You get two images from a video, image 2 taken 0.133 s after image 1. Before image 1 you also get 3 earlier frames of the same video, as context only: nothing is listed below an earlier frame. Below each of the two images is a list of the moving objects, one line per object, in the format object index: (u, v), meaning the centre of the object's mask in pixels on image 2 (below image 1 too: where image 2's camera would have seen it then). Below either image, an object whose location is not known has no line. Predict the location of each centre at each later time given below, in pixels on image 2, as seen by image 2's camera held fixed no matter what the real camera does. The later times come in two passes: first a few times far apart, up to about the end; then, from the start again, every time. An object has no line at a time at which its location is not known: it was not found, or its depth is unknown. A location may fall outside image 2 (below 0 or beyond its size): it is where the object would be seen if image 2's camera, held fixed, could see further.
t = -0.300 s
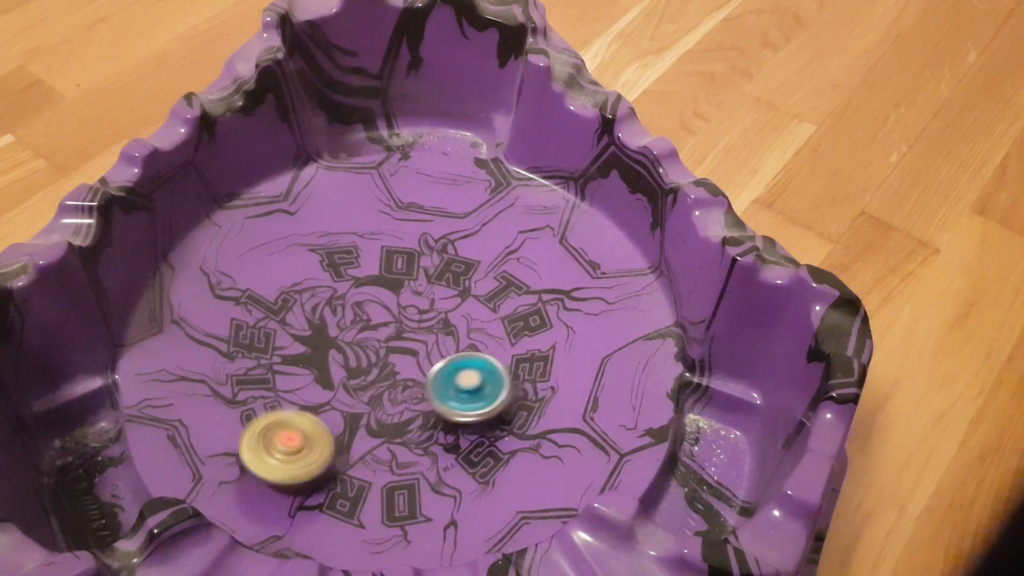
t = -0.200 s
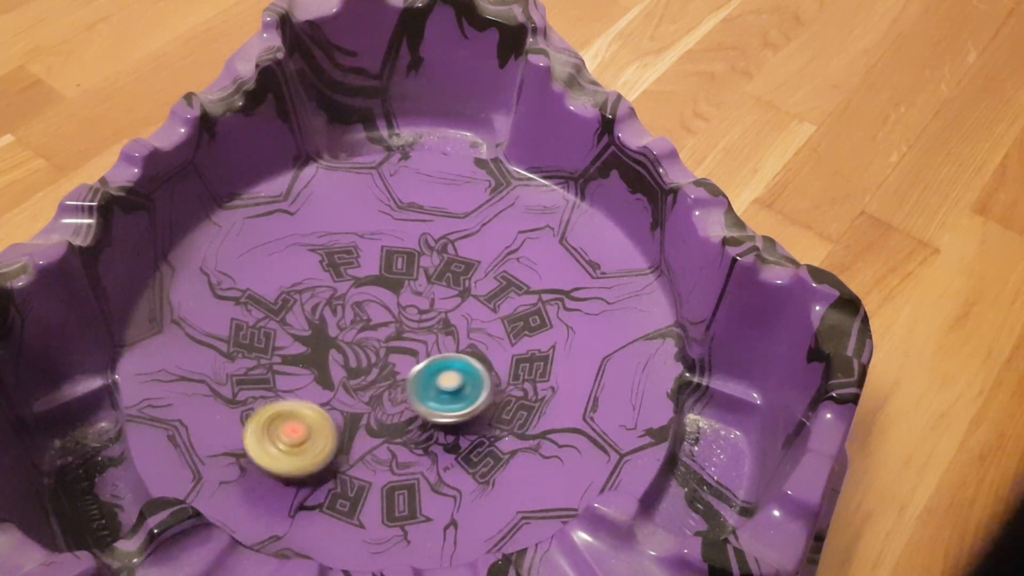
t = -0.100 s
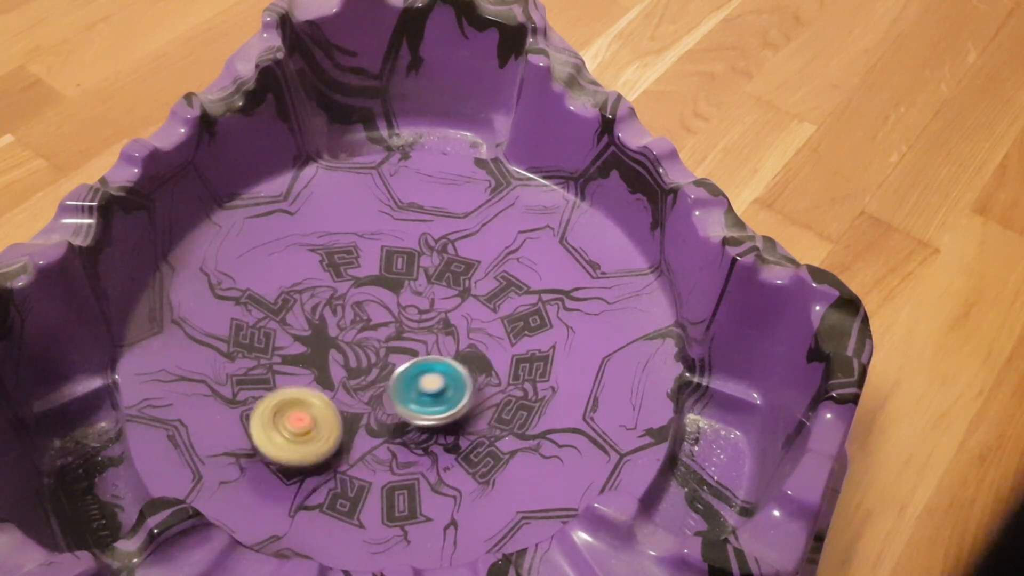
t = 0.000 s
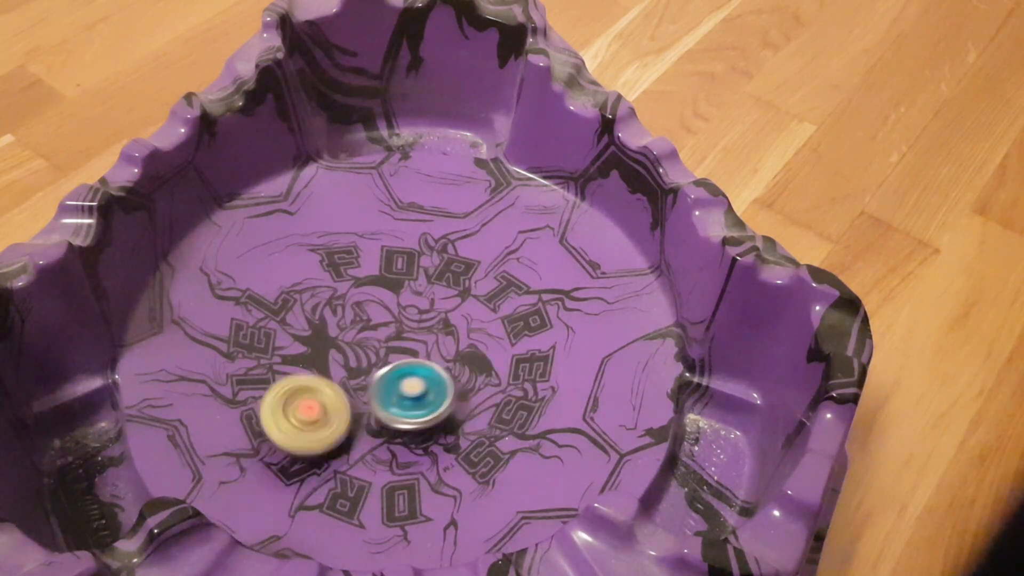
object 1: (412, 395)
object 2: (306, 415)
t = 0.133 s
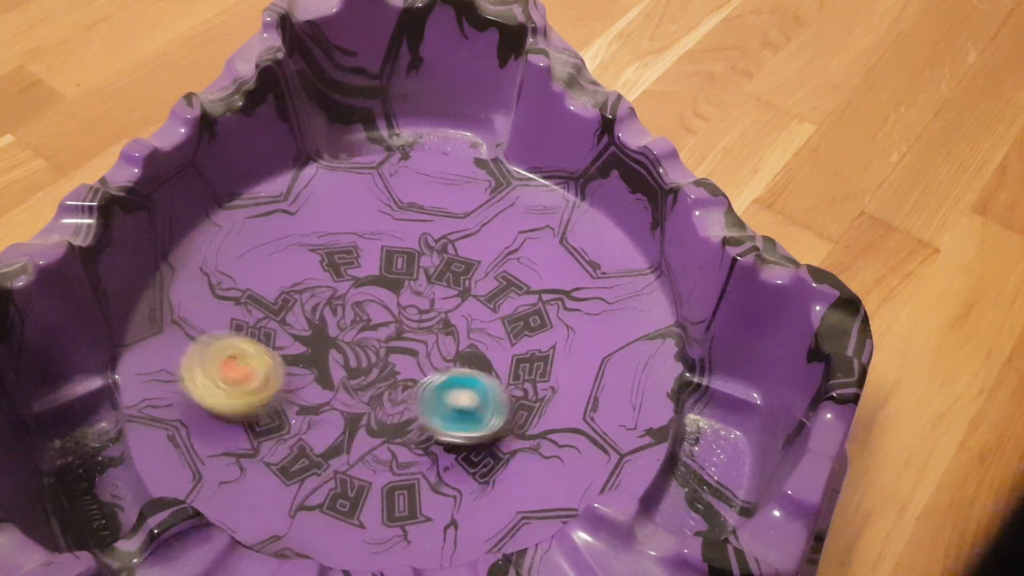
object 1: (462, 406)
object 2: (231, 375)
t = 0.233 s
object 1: (502, 400)
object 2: (181, 337)
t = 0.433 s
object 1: (504, 353)
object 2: (221, 319)
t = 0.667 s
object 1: (465, 315)
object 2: (342, 306)
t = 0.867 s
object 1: (504, 372)
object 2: (394, 206)
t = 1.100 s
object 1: (561, 383)
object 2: (440, 154)
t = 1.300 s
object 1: (568, 359)
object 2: (459, 187)
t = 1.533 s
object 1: (532, 361)
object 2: (516, 291)
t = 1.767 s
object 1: (490, 456)
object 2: (602, 303)
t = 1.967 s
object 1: (480, 471)
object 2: (632, 316)
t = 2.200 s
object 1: (446, 473)
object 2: (570, 339)
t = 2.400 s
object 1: (385, 456)
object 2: (443, 386)
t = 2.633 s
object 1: (316, 459)
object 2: (340, 370)
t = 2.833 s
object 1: (308, 437)
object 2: (283, 351)
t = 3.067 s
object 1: (304, 396)
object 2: (304, 323)
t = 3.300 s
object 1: (328, 350)
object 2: (368, 289)
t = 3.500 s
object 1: (355, 320)
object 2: (434, 286)
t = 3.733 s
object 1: (385, 301)
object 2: (497, 316)
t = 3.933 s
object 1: (417, 292)
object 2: (510, 357)
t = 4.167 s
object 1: (453, 291)
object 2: (469, 407)
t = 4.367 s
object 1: (473, 295)
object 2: (402, 419)
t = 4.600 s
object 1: (481, 309)
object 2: (332, 388)
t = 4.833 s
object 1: (476, 332)
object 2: (320, 336)
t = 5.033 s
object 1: (460, 350)
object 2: (358, 291)
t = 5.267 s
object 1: (434, 364)
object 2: (423, 275)
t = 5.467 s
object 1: (417, 370)
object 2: (477, 295)
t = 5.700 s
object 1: (398, 367)
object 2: (496, 344)
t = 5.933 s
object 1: (371, 346)
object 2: (466, 419)
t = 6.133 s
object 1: (306, 261)
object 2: (509, 514)
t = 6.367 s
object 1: (294, 257)
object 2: (490, 430)
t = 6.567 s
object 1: (304, 262)
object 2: (419, 379)
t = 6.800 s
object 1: (336, 269)
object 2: (402, 384)
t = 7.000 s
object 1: (372, 289)
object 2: (404, 379)
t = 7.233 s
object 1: (403, 307)
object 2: (418, 388)
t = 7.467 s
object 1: (426, 281)
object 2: (437, 416)
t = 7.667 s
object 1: (423, 300)
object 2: (425, 401)
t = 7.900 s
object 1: (416, 320)
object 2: (410, 404)
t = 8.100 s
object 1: (407, 336)
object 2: (412, 402)
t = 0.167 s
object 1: (482, 407)
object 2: (205, 361)
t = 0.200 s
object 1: (494, 405)
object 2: (188, 348)
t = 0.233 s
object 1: (502, 400)
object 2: (181, 337)
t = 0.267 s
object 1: (507, 394)
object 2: (181, 328)
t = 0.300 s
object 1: (510, 386)
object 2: (185, 323)
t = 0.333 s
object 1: (511, 377)
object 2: (193, 321)
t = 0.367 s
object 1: (509, 369)
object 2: (201, 320)
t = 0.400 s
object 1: (507, 361)
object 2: (211, 319)
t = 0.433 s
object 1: (504, 353)
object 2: (221, 319)
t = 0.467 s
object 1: (500, 346)
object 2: (232, 320)
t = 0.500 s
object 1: (496, 339)
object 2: (244, 320)
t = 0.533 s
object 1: (491, 332)
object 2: (259, 319)
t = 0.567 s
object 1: (486, 326)
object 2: (278, 318)
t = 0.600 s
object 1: (479, 321)
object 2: (297, 314)
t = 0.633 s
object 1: (472, 317)
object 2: (320, 311)
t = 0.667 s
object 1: (465, 315)
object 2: (342, 306)
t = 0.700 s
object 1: (457, 314)
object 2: (365, 302)
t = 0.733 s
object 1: (458, 316)
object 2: (379, 288)
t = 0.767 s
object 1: (473, 331)
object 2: (380, 258)
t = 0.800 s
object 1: (484, 347)
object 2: (383, 238)
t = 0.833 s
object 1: (495, 361)
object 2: (387, 223)
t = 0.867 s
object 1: (504, 372)
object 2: (394, 206)
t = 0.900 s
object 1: (512, 380)
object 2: (401, 190)
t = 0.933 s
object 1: (519, 385)
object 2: (405, 180)
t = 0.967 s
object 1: (528, 387)
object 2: (411, 172)
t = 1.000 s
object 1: (537, 389)
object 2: (418, 166)
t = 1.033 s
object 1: (546, 389)
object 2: (426, 160)
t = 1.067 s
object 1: (554, 387)
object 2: (433, 156)
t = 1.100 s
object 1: (561, 383)
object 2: (440, 154)
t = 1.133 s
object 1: (565, 379)
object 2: (444, 155)
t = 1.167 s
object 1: (569, 375)
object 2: (447, 158)
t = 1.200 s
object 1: (570, 371)
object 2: (449, 163)
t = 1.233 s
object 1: (570, 366)
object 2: (451, 169)
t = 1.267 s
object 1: (569, 362)
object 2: (456, 178)
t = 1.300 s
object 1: (568, 359)
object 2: (459, 187)
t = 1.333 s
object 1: (565, 356)
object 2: (464, 198)
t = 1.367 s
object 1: (563, 354)
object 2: (468, 211)
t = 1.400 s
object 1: (558, 353)
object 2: (474, 227)
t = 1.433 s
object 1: (553, 353)
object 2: (481, 244)
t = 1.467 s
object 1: (547, 354)
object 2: (490, 261)
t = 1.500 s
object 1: (540, 354)
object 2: (502, 279)
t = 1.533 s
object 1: (532, 361)
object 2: (516, 291)
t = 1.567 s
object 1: (523, 383)
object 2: (529, 285)
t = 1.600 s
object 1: (515, 403)
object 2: (542, 287)
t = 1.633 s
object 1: (509, 418)
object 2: (555, 297)
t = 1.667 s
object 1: (503, 432)
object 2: (568, 299)
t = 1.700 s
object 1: (498, 441)
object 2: (580, 302)
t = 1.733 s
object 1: (494, 448)
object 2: (593, 303)
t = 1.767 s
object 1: (490, 456)
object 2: (602, 303)
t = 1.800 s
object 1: (487, 462)
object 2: (612, 304)
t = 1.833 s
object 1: (485, 466)
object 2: (622, 305)
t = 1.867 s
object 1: (484, 468)
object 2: (632, 307)
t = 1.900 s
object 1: (483, 469)
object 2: (637, 310)
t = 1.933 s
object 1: (481, 470)
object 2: (636, 313)
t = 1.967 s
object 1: (480, 471)
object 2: (632, 316)
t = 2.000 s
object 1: (477, 472)
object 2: (627, 320)
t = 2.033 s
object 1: (474, 473)
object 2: (620, 323)
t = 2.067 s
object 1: (470, 474)
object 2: (613, 324)
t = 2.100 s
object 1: (465, 475)
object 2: (605, 326)
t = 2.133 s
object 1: (460, 475)
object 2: (597, 329)
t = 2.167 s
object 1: (453, 474)
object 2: (583, 333)
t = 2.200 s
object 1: (446, 473)
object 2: (570, 339)
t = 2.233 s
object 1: (437, 472)
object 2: (548, 347)
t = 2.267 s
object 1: (428, 469)
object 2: (530, 355)
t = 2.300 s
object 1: (417, 466)
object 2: (510, 364)
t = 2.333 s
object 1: (406, 462)
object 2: (489, 372)
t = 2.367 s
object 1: (395, 460)
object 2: (467, 379)
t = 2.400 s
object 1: (385, 456)
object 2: (443, 386)
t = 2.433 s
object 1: (373, 456)
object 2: (427, 389)
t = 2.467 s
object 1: (354, 461)
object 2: (417, 383)
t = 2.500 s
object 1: (341, 462)
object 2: (402, 379)
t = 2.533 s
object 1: (331, 462)
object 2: (388, 376)
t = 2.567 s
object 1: (325, 462)
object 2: (372, 376)
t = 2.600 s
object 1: (319, 460)
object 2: (354, 374)
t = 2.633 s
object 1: (316, 459)
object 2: (340, 370)
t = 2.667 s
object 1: (314, 457)
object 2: (327, 369)
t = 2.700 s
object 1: (313, 454)
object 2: (313, 366)
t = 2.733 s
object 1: (311, 451)
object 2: (303, 362)
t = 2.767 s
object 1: (310, 447)
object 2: (294, 358)
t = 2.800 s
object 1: (309, 443)
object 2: (288, 355)
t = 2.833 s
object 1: (308, 437)
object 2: (283, 351)
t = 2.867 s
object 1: (307, 432)
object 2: (282, 347)
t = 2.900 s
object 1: (307, 426)
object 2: (282, 344)
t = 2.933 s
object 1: (306, 420)
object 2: (286, 341)
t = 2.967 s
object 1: (304, 414)
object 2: (288, 338)
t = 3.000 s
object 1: (303, 408)
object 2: (292, 333)
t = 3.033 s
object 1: (304, 403)
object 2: (297, 328)
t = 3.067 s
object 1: (304, 396)
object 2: (304, 323)
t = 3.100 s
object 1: (305, 389)
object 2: (310, 317)
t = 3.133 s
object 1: (307, 384)
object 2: (318, 313)
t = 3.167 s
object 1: (309, 377)
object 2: (328, 306)
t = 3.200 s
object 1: (312, 371)
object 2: (338, 301)
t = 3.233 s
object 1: (316, 365)
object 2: (349, 297)
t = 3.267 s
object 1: (321, 357)
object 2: (359, 293)
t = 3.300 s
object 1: (328, 350)
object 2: (368, 289)
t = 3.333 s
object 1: (333, 344)
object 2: (380, 286)
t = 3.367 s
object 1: (337, 338)
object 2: (391, 284)
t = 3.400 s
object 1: (341, 333)
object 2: (401, 284)
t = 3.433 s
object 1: (345, 329)
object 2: (413, 284)
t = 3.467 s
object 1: (350, 324)
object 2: (423, 285)
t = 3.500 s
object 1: (355, 320)
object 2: (434, 286)
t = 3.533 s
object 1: (359, 317)
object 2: (444, 288)
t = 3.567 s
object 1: (364, 314)
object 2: (455, 291)
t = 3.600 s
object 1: (369, 311)
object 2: (465, 294)
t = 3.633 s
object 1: (373, 308)
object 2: (473, 299)
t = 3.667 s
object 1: (377, 305)
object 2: (482, 304)
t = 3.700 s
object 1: (382, 303)
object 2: (491, 309)
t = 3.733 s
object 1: (385, 301)
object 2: (497, 316)
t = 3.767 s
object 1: (390, 298)
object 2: (503, 321)
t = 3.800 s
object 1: (395, 296)
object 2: (507, 327)
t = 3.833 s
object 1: (400, 295)
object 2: (510, 335)
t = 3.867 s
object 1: (406, 294)
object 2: (512, 343)
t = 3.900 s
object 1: (412, 293)
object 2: (511, 350)
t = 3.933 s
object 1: (417, 292)
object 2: (510, 357)
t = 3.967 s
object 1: (422, 291)
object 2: (508, 365)
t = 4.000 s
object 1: (427, 292)
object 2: (504, 373)
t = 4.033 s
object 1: (433, 292)
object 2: (501, 380)
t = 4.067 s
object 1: (438, 292)
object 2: (494, 387)
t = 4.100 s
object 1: (443, 291)
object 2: (487, 395)
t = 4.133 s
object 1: (449, 291)
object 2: (479, 401)
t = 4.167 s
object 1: (453, 291)
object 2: (469, 407)
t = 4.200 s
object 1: (458, 292)
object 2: (460, 412)
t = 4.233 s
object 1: (462, 292)
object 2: (449, 416)
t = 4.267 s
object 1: (465, 292)
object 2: (436, 418)
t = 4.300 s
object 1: (468, 293)
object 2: (426, 420)
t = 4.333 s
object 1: (470, 294)
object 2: (414, 420)
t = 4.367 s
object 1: (473, 295)
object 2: (402, 419)
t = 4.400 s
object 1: (474, 296)
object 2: (391, 418)
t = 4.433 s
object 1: (476, 298)
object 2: (380, 415)
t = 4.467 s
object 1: (477, 300)
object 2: (369, 411)
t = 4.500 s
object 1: (479, 302)
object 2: (358, 407)
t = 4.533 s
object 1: (480, 304)
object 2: (348, 401)
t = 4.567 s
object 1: (481, 306)
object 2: (340, 395)
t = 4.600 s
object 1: (481, 309)
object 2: (332, 388)
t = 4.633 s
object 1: (481, 312)
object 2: (325, 381)
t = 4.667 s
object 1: (482, 315)
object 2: (321, 374)
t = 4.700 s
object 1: (481, 319)
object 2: (317, 368)
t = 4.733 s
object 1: (481, 322)
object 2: (316, 360)
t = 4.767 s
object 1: (480, 325)
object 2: (317, 352)
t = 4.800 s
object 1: (478, 328)
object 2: (318, 345)
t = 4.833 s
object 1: (476, 332)
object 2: (320, 336)
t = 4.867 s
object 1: (474, 335)
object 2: (325, 328)
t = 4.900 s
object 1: (473, 338)
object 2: (330, 320)
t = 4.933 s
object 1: (469, 342)
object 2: (335, 312)
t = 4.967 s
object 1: (467, 345)
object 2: (343, 304)
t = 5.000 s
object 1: (464, 347)
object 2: (351, 298)
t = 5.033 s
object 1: (460, 350)
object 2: (358, 291)
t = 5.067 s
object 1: (456, 352)
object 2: (366, 286)
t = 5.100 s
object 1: (454, 354)
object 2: (375, 281)
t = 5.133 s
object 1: (450, 356)
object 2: (384, 279)
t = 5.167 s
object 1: (446, 358)
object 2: (393, 277)
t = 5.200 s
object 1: (441, 360)
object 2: (404, 275)
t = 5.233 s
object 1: (438, 362)
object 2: (413, 275)
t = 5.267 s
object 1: (434, 364)
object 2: (423, 275)
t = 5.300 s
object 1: (431, 365)
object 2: (433, 277)
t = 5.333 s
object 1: (428, 366)
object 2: (443, 280)
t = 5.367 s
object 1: (425, 368)
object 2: (452, 282)
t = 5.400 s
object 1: (422, 368)
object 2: (461, 286)
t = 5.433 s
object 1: (420, 369)
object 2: (470, 290)
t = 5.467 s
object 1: (417, 370)
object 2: (477, 295)
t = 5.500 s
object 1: (414, 370)
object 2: (483, 301)
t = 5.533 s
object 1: (412, 370)
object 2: (488, 307)
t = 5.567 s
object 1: (409, 369)
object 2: (492, 314)
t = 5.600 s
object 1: (406, 369)
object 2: (495, 321)
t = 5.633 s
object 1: (403, 368)
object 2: (496, 328)
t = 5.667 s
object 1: (401, 368)
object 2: (496, 337)
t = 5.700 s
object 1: (398, 367)
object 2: (496, 344)
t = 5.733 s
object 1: (396, 366)
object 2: (493, 353)
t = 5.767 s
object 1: (393, 366)
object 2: (489, 360)
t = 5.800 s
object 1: (391, 365)
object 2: (483, 370)
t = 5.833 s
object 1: (389, 364)
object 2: (476, 378)
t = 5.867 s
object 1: (386, 363)
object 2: (468, 386)
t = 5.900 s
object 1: (384, 362)
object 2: (459, 394)
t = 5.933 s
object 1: (371, 346)
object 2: (466, 419)
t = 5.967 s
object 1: (352, 326)
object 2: (478, 446)
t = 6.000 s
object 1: (336, 305)
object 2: (491, 487)
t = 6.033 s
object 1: (324, 288)
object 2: (501, 507)
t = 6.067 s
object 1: (315, 274)
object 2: (507, 517)
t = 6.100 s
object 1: (310, 266)
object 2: (508, 518)
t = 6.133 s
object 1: (306, 261)
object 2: (509, 514)
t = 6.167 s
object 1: (303, 258)
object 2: (511, 508)
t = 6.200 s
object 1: (300, 257)
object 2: (514, 499)
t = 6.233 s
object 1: (298, 256)
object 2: (515, 488)
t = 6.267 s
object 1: (296, 256)
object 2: (514, 473)
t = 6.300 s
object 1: (295, 256)
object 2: (511, 460)
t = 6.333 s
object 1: (294, 257)
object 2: (502, 445)
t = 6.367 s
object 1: (294, 257)
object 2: (490, 430)
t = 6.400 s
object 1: (294, 258)
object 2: (477, 419)
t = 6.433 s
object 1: (295, 259)
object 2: (463, 406)
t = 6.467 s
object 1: (296, 260)
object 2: (451, 397)
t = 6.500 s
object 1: (299, 261)
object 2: (438, 389)
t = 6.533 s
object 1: (301, 262)
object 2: (428, 383)
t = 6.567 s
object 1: (304, 262)
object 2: (419, 379)
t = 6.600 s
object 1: (306, 262)
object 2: (413, 377)
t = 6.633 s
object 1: (310, 263)
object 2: (407, 377)
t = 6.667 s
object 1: (314, 264)
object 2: (405, 378)
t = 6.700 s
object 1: (319, 265)
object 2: (404, 379)
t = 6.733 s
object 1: (324, 266)
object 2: (403, 380)
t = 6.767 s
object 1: (330, 268)
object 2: (402, 382)
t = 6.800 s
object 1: (336, 269)
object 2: (402, 384)
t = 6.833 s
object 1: (342, 271)
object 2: (401, 384)
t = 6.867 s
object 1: (349, 274)
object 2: (401, 383)
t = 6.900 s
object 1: (355, 278)
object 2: (402, 382)
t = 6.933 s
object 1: (361, 281)
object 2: (402, 381)
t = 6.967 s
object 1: (366, 284)
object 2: (403, 380)
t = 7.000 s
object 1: (372, 289)
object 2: (404, 379)
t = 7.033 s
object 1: (377, 293)
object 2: (405, 378)
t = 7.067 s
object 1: (382, 298)
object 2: (406, 376)
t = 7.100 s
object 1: (386, 302)
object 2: (409, 374)
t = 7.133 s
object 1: (391, 307)
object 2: (411, 373)
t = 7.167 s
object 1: (394, 312)
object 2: (414, 373)
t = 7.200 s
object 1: (398, 316)
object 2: (413, 377)
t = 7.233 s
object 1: (403, 307)
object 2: (418, 388)
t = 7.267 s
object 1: (407, 297)
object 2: (420, 400)
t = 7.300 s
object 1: (412, 288)
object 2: (425, 407)
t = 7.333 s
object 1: (416, 281)
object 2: (430, 415)
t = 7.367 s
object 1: (420, 277)
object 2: (434, 418)
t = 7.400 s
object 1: (423, 277)
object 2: (436, 418)
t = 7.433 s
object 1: (425, 279)
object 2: (436, 418)
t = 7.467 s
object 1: (426, 281)
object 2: (437, 416)
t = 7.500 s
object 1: (426, 284)
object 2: (437, 414)
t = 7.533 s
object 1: (426, 287)
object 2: (437, 411)
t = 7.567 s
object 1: (426, 290)
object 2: (435, 407)
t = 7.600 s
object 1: (424, 293)
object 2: (432, 404)
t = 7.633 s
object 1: (424, 297)
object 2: (429, 402)
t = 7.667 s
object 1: (423, 300)
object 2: (425, 401)
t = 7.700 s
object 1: (422, 303)
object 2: (423, 401)
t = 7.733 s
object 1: (421, 306)
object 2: (420, 401)
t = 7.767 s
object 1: (420, 309)
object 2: (418, 401)
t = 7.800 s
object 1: (419, 312)
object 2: (416, 402)
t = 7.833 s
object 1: (418, 315)
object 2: (414, 402)
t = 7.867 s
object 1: (417, 318)
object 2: (411, 403)
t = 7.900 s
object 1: (416, 320)
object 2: (410, 404)
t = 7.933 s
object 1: (414, 324)
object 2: (410, 405)
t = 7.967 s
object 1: (413, 326)
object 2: (409, 405)
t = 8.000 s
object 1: (411, 329)
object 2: (409, 405)
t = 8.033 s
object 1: (410, 332)
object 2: (409, 404)
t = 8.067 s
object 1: (408, 334)
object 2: (410, 403)
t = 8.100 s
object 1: (407, 336)
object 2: (412, 402)
